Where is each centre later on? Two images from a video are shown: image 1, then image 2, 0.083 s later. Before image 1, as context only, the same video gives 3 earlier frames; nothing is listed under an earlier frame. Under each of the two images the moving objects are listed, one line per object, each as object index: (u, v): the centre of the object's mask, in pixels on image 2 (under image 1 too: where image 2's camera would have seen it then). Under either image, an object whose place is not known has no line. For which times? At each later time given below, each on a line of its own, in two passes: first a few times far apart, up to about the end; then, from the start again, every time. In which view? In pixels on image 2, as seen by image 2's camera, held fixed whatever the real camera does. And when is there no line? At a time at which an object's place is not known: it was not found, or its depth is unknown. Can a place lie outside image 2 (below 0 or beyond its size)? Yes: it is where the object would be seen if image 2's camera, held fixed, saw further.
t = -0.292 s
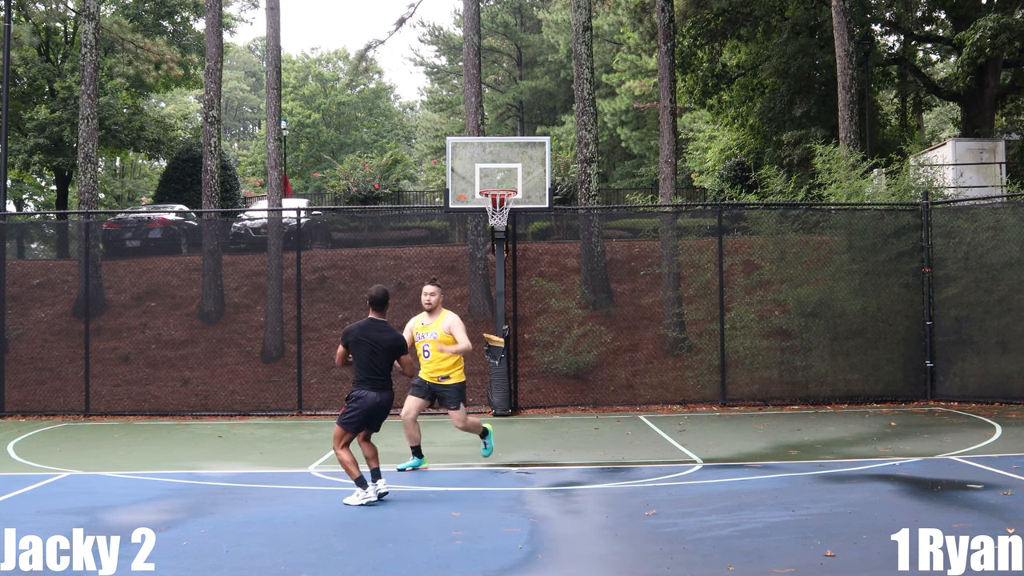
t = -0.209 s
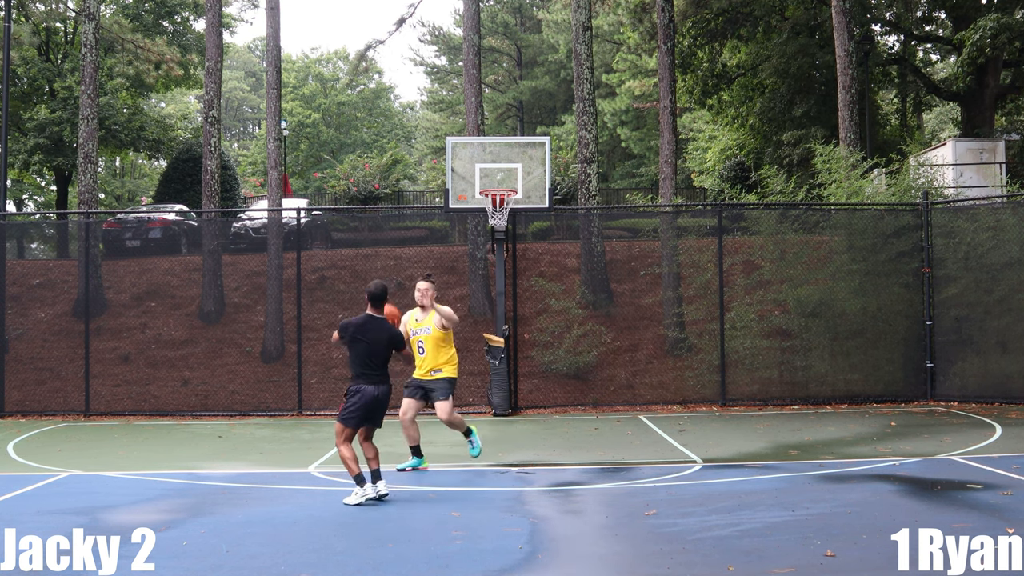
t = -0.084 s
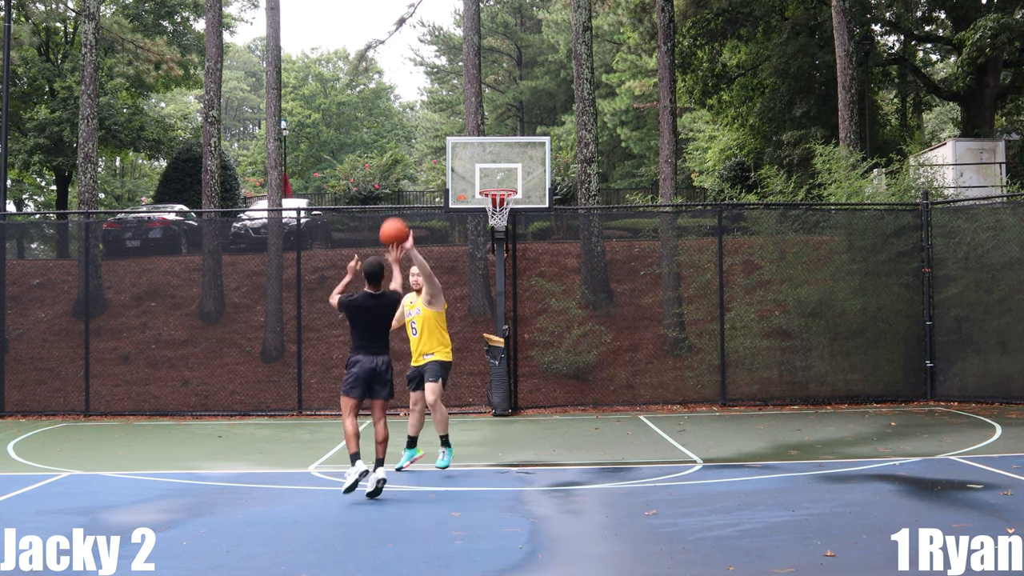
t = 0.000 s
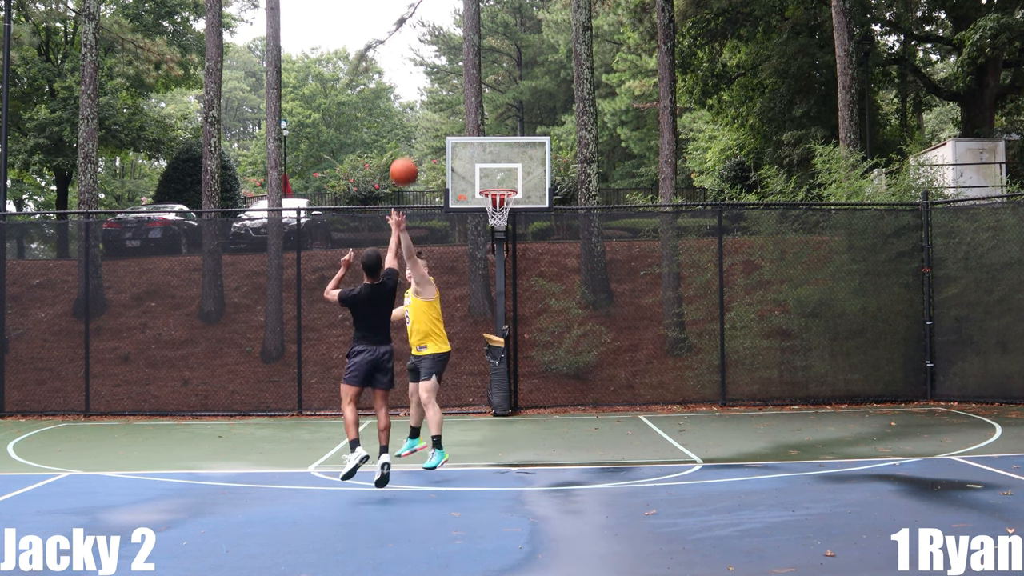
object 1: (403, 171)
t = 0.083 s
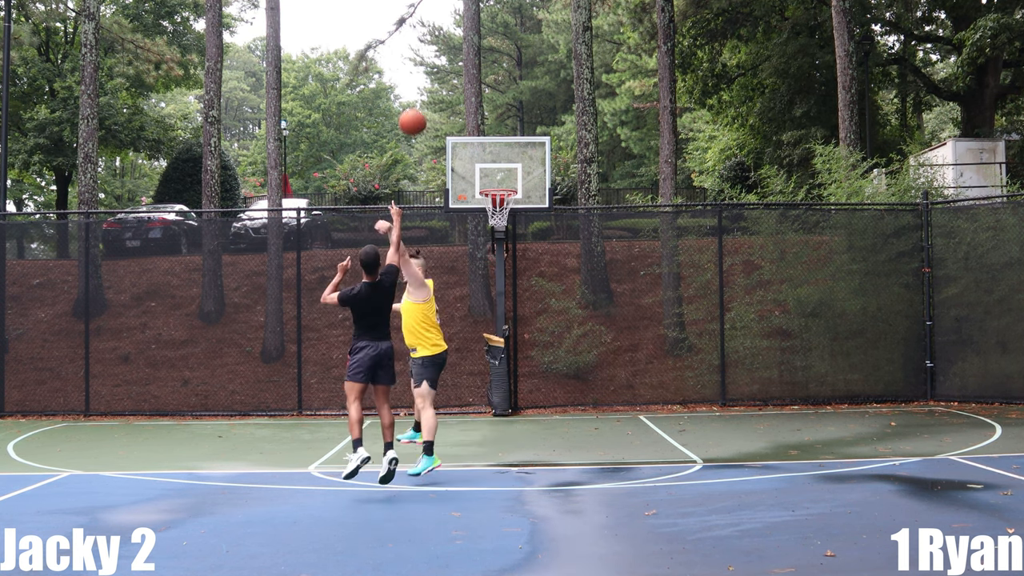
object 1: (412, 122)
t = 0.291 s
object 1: (433, 43)
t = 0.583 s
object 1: (457, 20)
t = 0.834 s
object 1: (473, 56)
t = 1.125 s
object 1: (490, 151)
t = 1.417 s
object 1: (502, 168)
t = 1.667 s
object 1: (509, 173)
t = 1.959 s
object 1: (519, 250)
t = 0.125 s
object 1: (417, 101)
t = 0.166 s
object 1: (422, 83)
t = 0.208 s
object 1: (425, 68)
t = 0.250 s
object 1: (429, 54)
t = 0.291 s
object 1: (433, 43)
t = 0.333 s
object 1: (437, 35)
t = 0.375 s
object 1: (440, 28)
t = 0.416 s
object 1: (444, 23)
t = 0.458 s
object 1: (448, 20)
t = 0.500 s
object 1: (451, 18)
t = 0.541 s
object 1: (454, 18)
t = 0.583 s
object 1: (457, 20)
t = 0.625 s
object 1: (460, 22)
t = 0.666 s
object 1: (463, 26)
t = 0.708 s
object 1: (466, 32)
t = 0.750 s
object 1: (469, 39)
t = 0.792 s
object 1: (471, 47)
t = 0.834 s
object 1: (473, 56)
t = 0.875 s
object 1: (476, 67)
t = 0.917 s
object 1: (478, 78)
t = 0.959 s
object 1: (481, 91)
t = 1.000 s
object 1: (483, 105)
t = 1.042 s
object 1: (486, 119)
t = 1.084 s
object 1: (488, 134)
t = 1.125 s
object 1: (490, 151)
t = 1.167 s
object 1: (493, 169)
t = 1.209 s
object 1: (495, 182)
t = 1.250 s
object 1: (496, 182)
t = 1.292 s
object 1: (498, 181)
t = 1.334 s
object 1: (500, 177)
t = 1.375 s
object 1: (501, 172)
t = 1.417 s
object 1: (502, 168)
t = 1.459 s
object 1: (503, 165)
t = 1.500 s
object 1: (504, 164)
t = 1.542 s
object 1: (505, 164)
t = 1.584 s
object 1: (506, 166)
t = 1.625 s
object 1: (508, 168)
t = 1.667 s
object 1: (509, 173)
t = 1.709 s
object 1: (510, 178)
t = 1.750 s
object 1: (511, 186)
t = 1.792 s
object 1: (513, 196)
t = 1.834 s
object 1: (515, 207)
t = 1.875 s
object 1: (516, 219)
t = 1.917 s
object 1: (517, 233)
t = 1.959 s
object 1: (519, 250)
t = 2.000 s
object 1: (520, 269)
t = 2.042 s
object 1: (522, 290)
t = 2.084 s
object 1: (524, 313)
